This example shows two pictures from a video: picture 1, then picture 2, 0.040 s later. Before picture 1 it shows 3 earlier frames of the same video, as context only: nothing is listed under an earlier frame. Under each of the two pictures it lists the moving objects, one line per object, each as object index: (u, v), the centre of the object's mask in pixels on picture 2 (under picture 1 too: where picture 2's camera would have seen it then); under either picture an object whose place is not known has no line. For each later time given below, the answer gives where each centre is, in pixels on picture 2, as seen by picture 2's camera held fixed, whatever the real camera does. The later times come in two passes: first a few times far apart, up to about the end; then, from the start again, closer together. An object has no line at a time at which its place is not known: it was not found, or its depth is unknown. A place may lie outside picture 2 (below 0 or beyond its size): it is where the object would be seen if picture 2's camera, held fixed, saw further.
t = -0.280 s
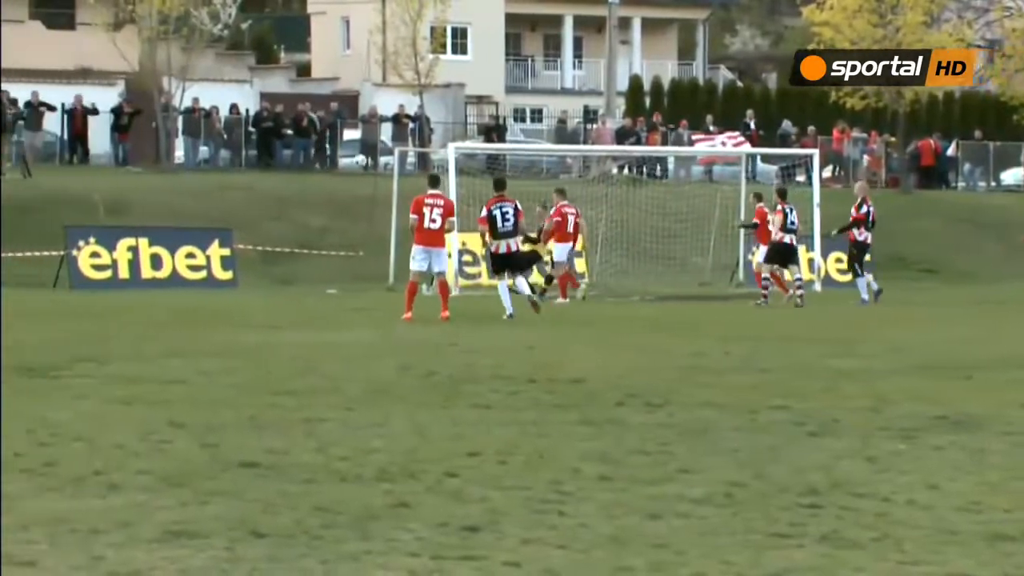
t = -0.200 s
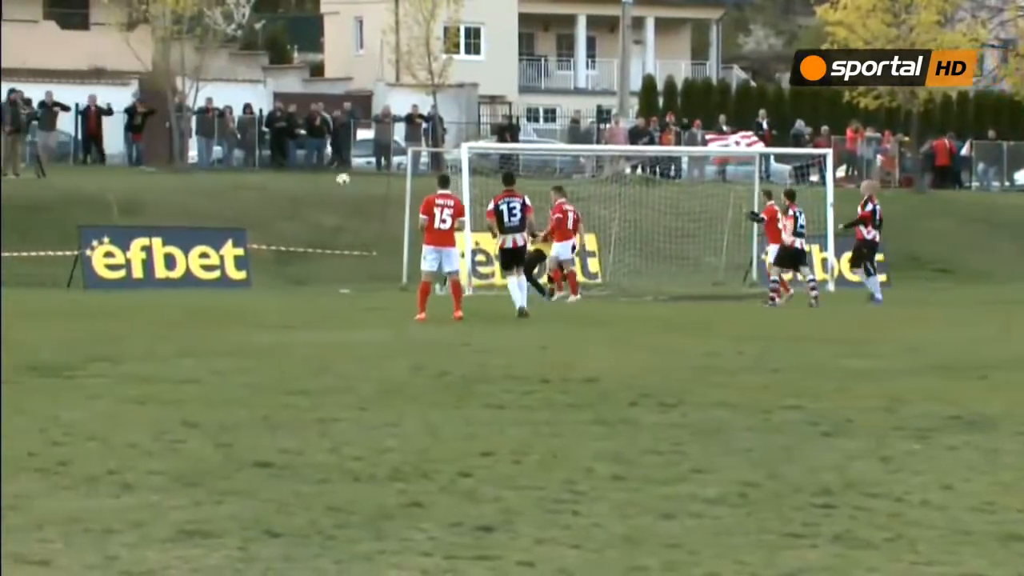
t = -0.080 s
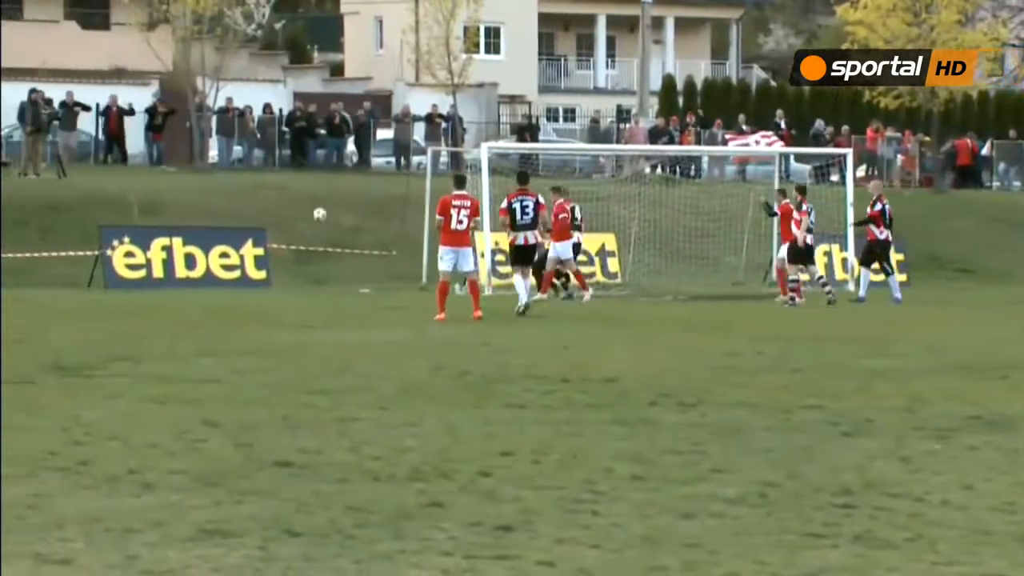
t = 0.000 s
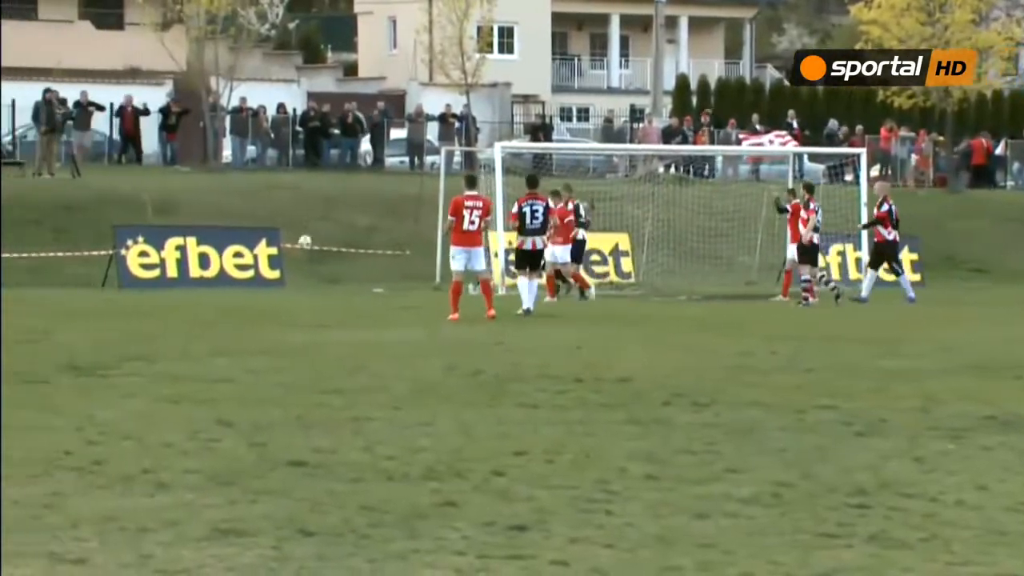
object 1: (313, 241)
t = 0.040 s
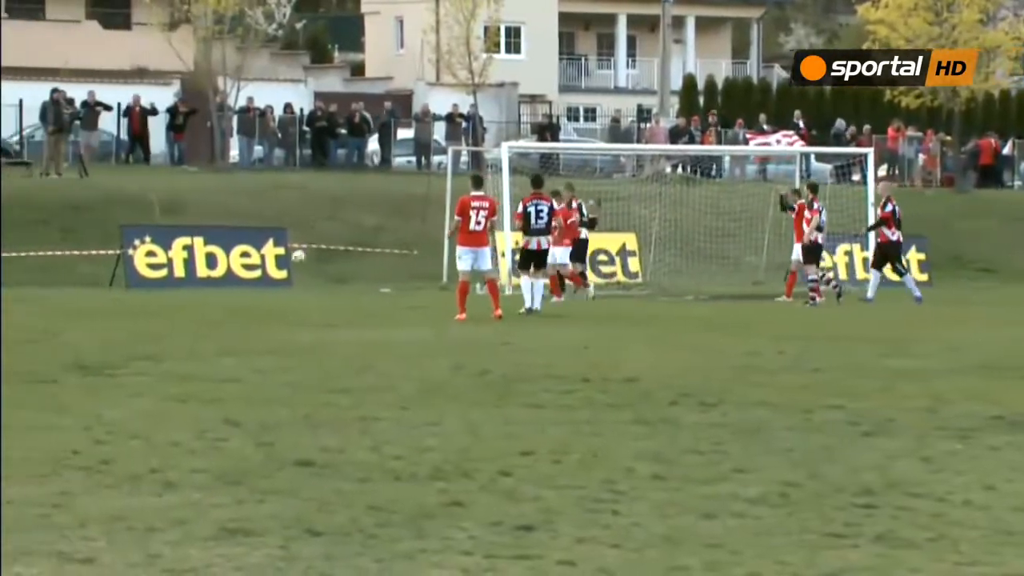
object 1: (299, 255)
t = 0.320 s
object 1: (225, 223)
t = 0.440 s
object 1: (195, 210)
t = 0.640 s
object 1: (149, 198)
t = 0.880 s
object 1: (93, 213)
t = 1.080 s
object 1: (50, 246)
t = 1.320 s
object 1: (11, 204)
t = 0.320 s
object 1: (225, 223)
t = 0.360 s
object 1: (217, 219)
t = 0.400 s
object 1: (205, 215)
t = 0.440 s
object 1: (195, 210)
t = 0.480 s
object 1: (186, 206)
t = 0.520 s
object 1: (177, 202)
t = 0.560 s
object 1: (168, 200)
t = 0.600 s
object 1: (158, 198)
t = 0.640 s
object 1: (149, 198)
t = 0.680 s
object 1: (139, 198)
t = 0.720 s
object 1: (130, 199)
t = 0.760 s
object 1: (121, 201)
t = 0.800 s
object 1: (111, 204)
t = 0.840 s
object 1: (103, 209)
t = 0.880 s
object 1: (93, 213)
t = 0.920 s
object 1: (84, 219)
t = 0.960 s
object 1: (76, 226)
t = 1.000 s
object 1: (67, 233)
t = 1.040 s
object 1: (58, 241)
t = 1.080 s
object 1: (50, 246)
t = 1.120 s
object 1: (44, 237)
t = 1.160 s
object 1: (37, 228)
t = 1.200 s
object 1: (31, 221)
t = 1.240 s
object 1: (24, 215)
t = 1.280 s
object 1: (18, 209)
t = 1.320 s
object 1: (11, 204)
